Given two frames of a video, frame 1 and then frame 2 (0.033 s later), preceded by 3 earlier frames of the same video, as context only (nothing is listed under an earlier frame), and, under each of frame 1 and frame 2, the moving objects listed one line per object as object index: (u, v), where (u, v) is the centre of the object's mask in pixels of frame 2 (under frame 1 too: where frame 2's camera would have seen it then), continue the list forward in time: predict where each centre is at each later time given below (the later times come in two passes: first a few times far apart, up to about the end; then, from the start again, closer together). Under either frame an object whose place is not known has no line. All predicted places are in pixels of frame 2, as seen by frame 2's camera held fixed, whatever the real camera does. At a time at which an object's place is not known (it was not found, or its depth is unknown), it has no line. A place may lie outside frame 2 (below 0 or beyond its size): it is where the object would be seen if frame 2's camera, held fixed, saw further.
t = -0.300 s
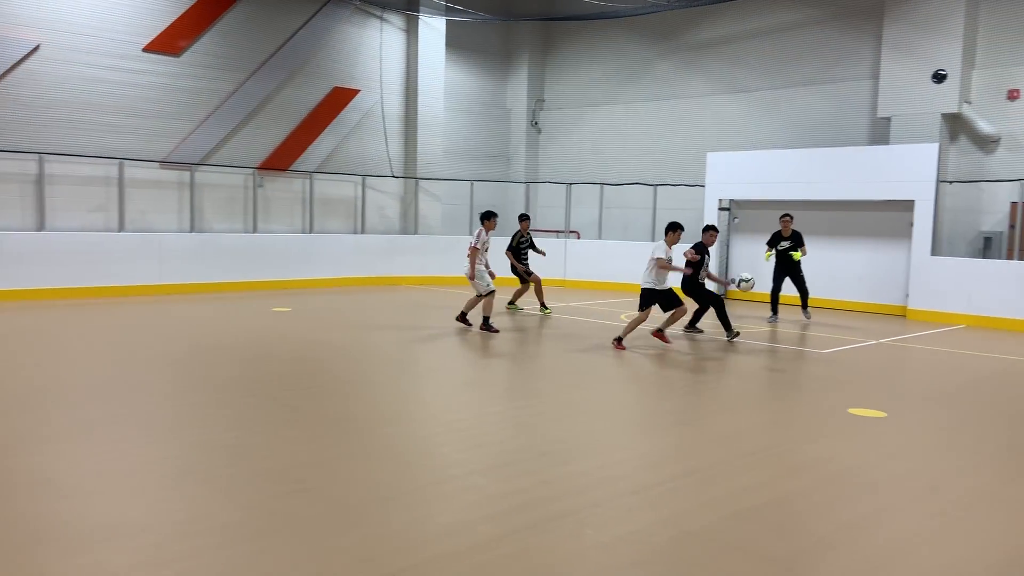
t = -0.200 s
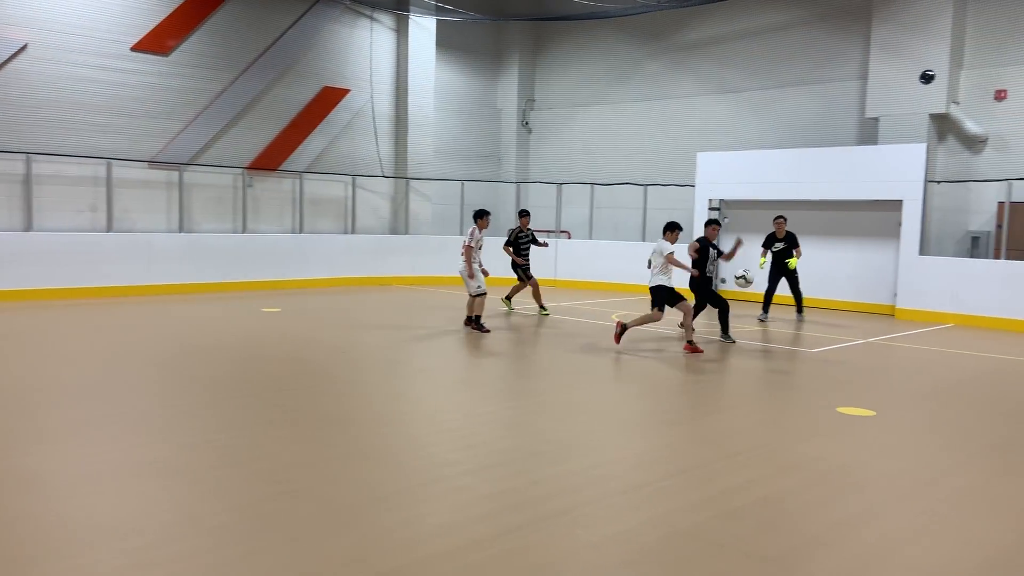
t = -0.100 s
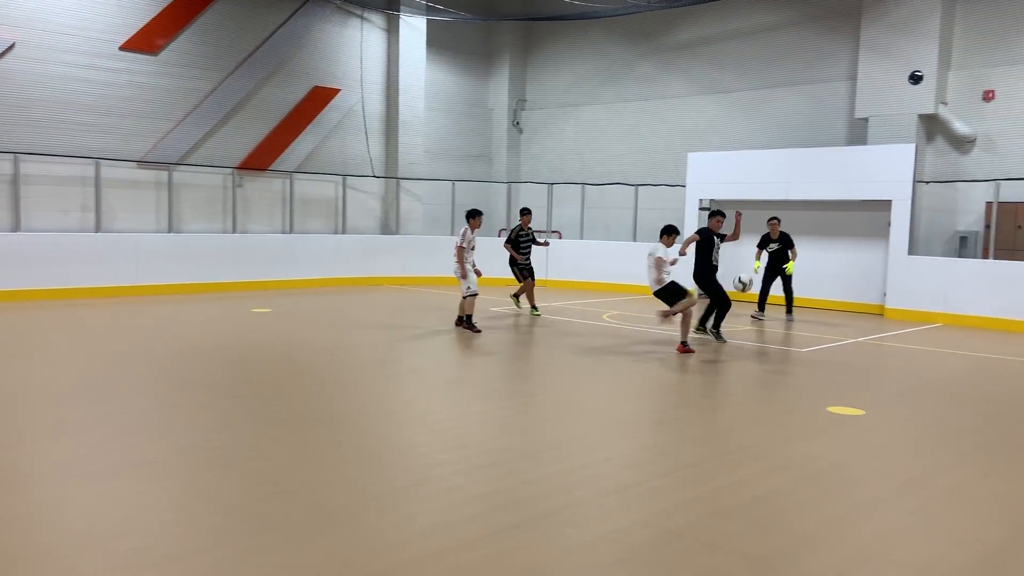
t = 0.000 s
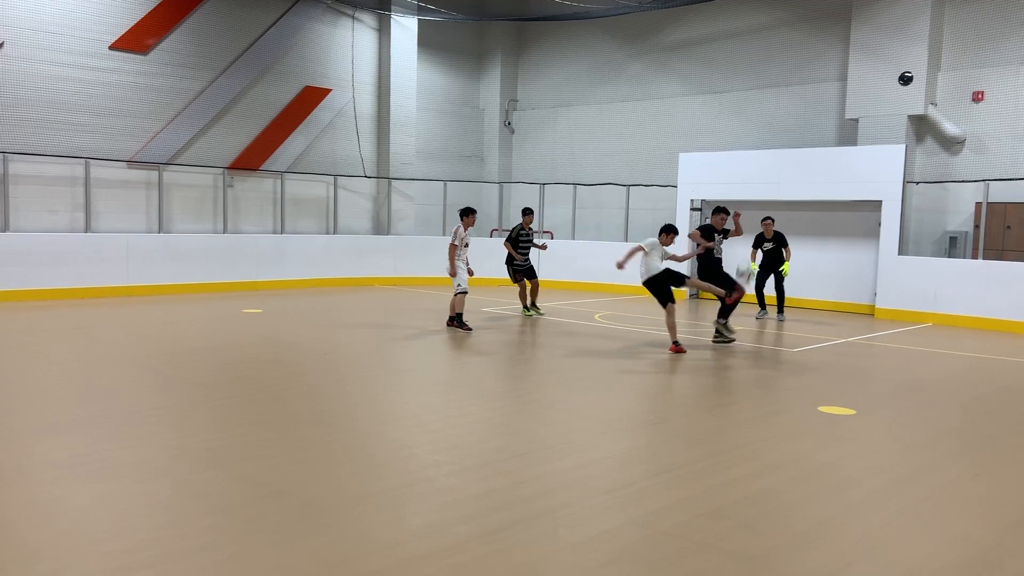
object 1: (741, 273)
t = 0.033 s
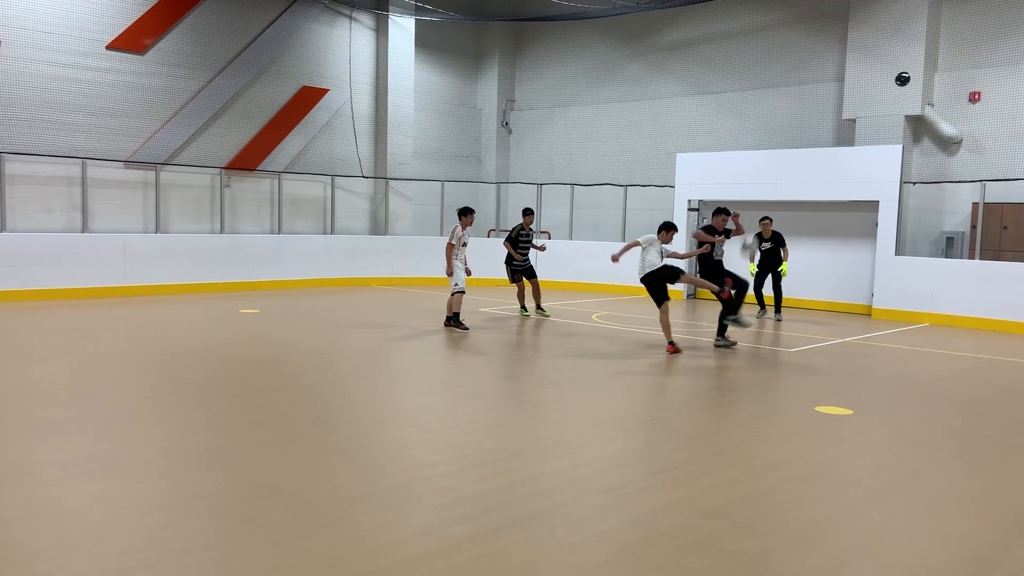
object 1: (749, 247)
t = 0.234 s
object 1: (780, 129)
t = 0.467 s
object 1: (804, 55)
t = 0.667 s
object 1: (816, 28)
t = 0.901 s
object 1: (799, 56)
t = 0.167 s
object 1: (771, 162)
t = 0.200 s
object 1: (776, 144)
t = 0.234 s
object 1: (780, 129)
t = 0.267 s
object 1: (784, 116)
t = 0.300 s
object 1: (788, 102)
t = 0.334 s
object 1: (792, 90)
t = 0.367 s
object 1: (796, 80)
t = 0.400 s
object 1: (799, 71)
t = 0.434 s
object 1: (801, 64)
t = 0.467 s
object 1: (804, 55)
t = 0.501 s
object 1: (806, 48)
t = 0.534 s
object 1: (809, 42)
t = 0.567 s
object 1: (811, 38)
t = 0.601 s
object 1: (813, 34)
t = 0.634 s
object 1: (814, 30)
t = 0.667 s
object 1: (816, 28)
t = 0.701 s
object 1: (816, 29)
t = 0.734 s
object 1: (815, 32)
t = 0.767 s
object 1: (813, 35)
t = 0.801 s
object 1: (809, 40)
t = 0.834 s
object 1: (806, 44)
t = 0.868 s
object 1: (803, 50)
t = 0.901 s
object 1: (799, 56)
